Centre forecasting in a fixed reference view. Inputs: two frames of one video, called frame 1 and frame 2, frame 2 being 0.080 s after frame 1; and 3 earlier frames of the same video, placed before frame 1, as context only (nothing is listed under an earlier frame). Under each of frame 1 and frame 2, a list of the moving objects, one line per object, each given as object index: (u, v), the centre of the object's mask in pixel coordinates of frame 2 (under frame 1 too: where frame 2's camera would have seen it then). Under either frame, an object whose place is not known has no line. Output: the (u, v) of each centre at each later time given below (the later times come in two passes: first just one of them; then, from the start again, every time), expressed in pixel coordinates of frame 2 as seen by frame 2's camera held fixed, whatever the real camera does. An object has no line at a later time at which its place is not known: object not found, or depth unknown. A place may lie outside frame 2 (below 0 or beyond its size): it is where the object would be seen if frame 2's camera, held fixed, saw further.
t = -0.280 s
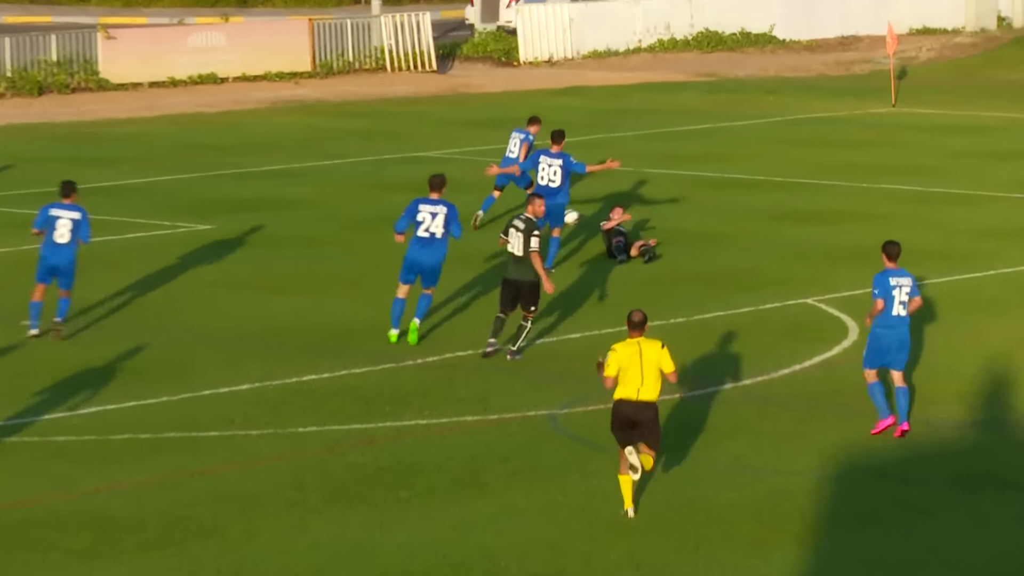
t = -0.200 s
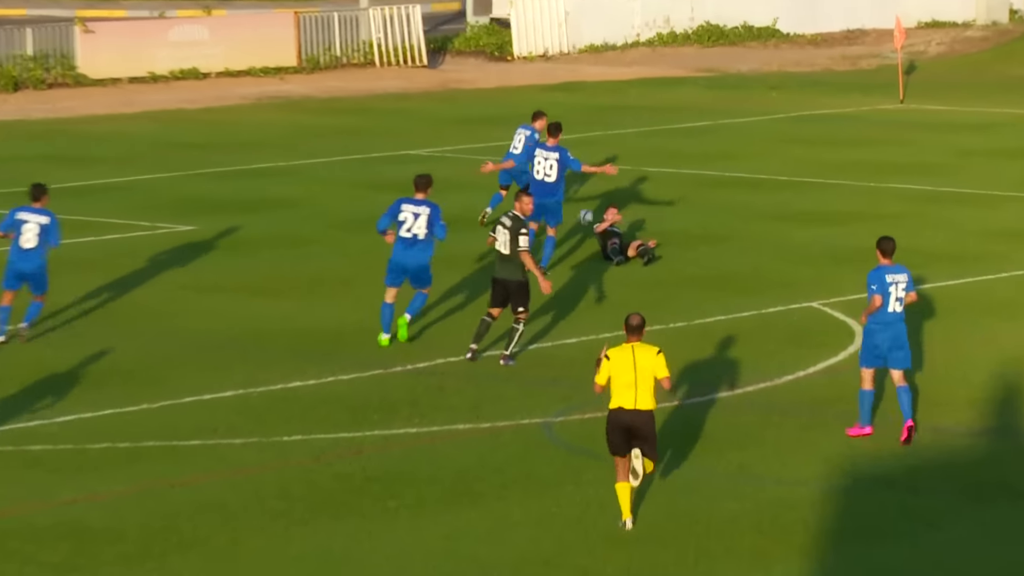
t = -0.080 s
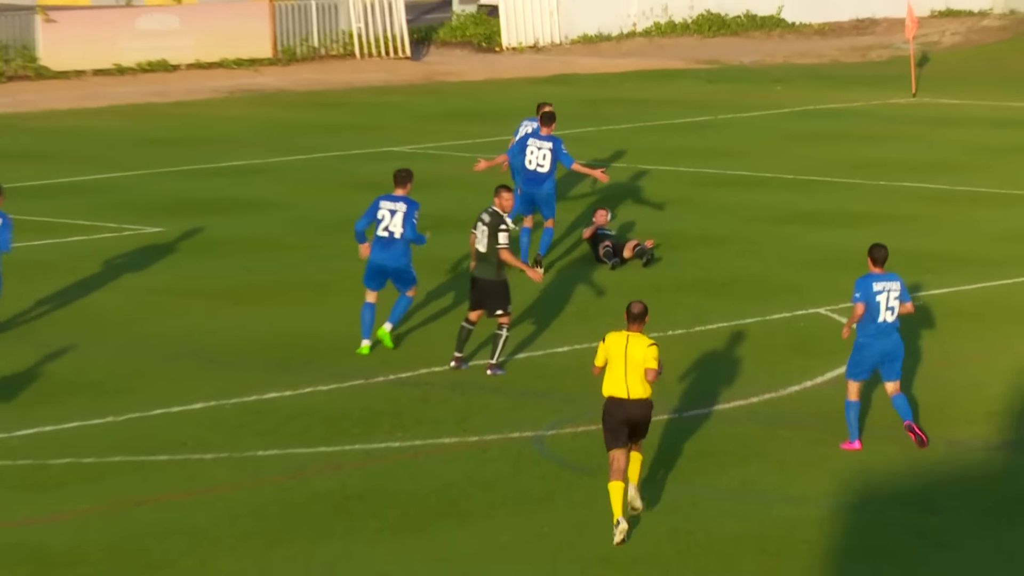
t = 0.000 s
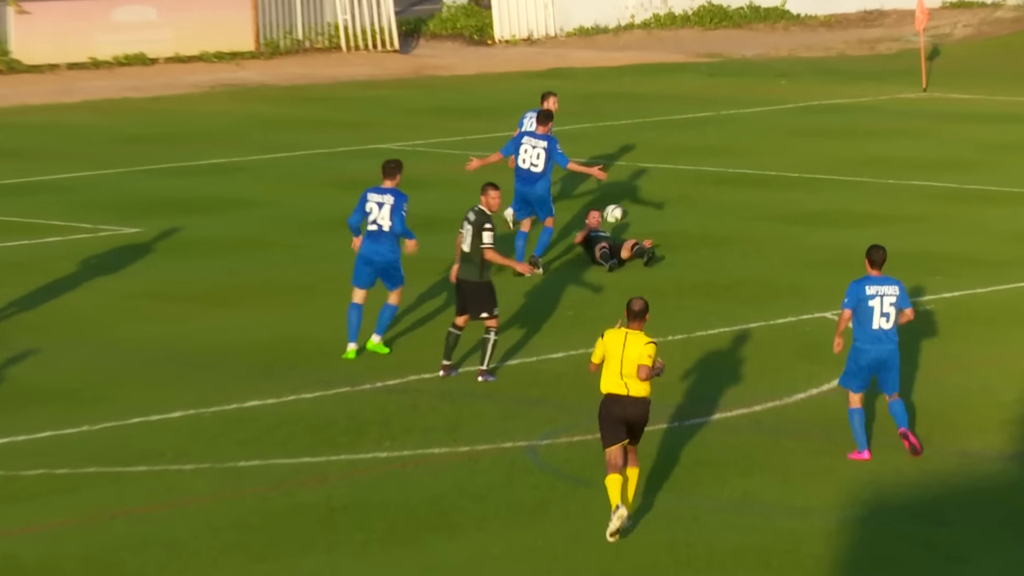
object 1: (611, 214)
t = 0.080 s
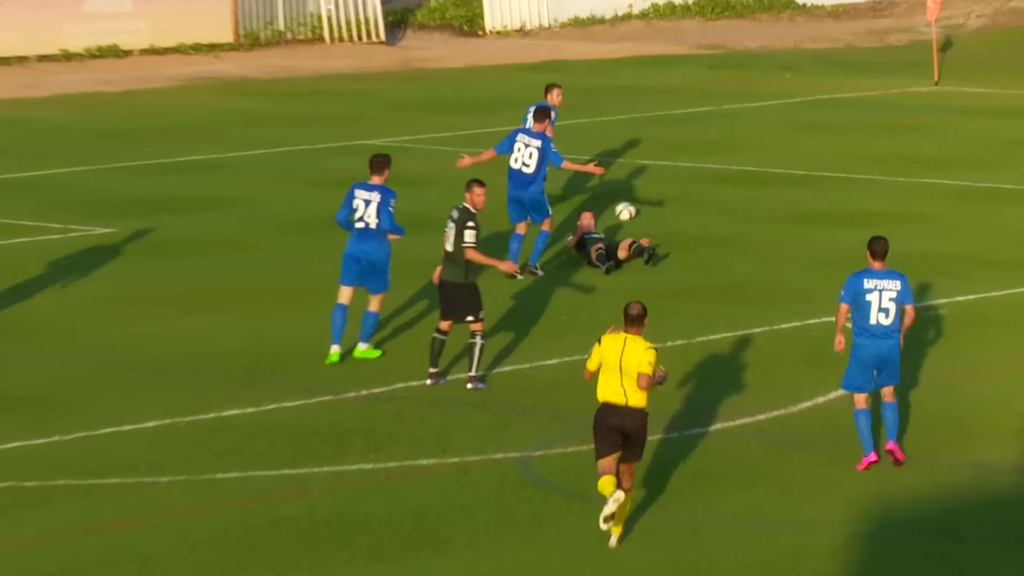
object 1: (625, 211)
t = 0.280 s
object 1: (660, 205)
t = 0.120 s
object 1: (632, 211)
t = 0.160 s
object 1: (639, 207)
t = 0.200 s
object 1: (646, 205)
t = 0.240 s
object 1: (653, 206)
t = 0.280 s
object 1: (660, 205)
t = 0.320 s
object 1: (666, 206)
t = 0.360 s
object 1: (673, 207)
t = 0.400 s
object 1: (679, 206)
